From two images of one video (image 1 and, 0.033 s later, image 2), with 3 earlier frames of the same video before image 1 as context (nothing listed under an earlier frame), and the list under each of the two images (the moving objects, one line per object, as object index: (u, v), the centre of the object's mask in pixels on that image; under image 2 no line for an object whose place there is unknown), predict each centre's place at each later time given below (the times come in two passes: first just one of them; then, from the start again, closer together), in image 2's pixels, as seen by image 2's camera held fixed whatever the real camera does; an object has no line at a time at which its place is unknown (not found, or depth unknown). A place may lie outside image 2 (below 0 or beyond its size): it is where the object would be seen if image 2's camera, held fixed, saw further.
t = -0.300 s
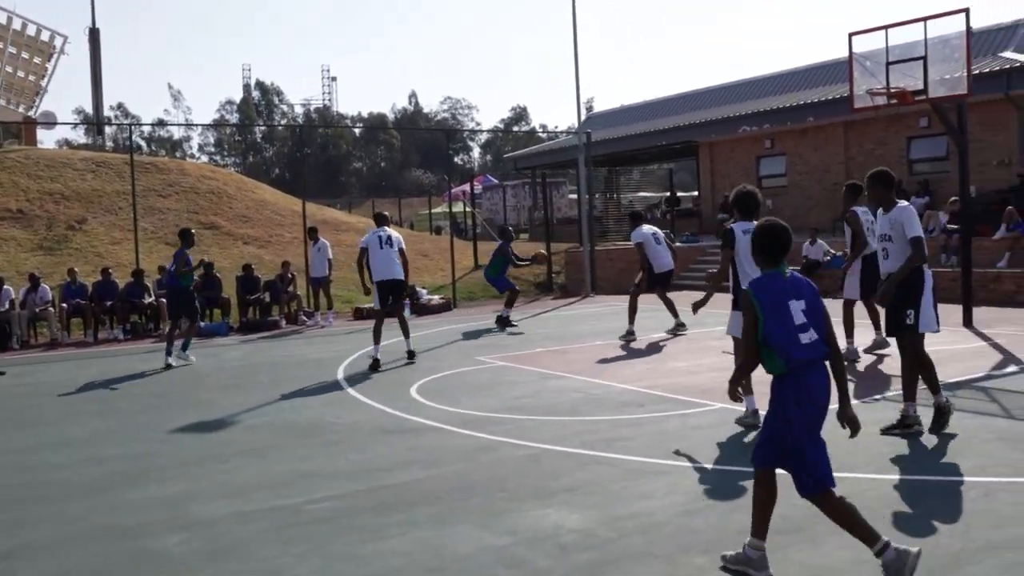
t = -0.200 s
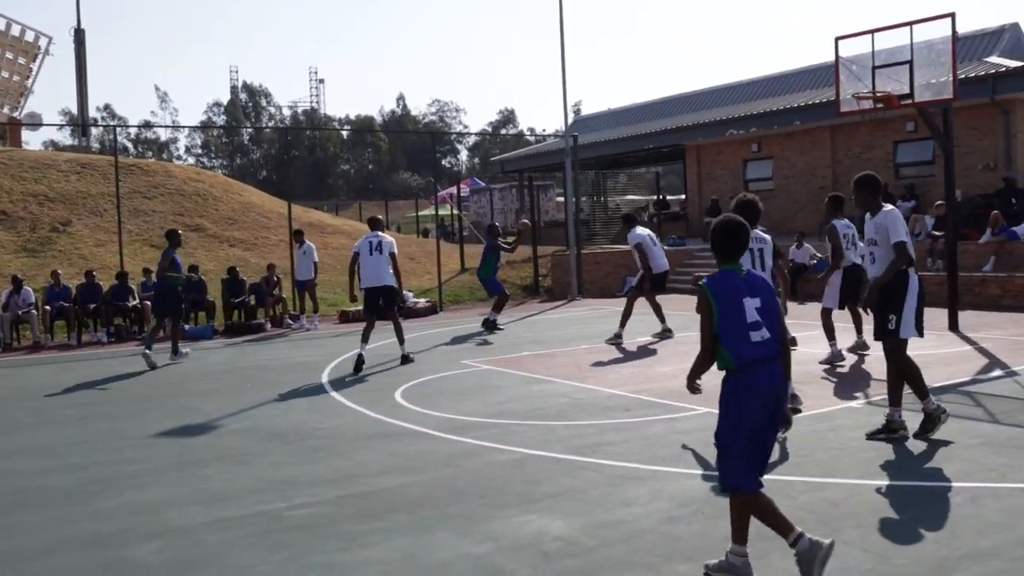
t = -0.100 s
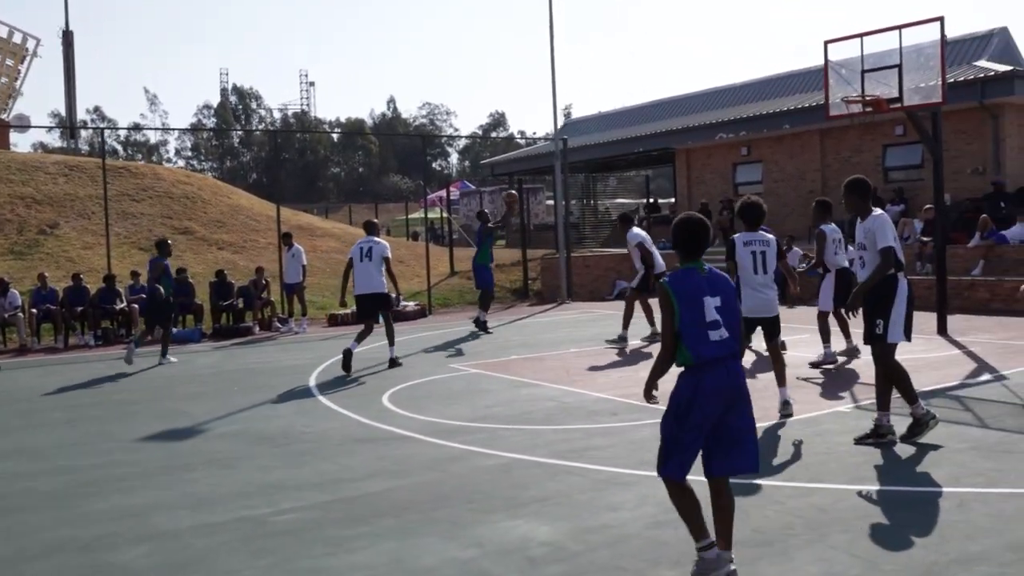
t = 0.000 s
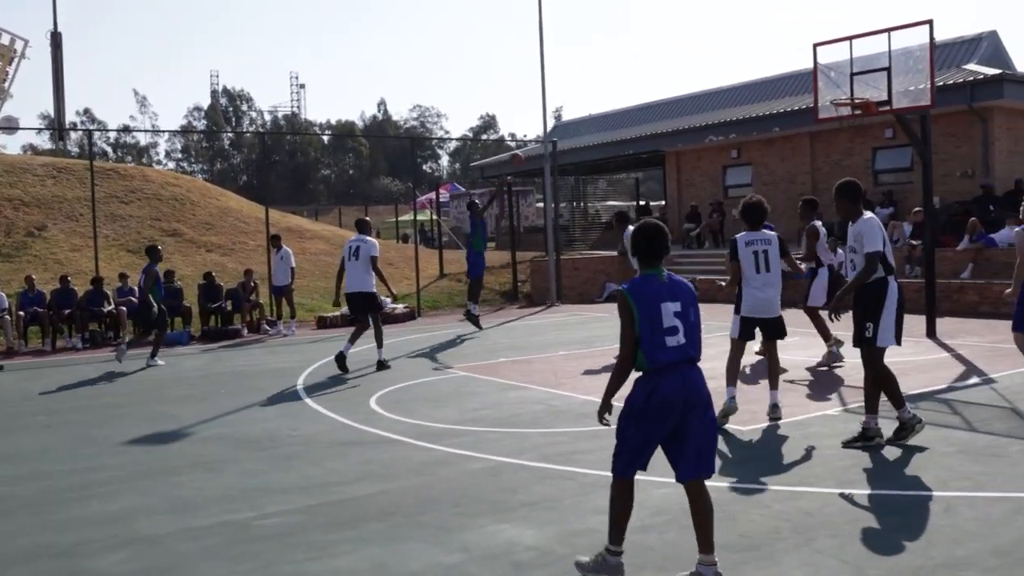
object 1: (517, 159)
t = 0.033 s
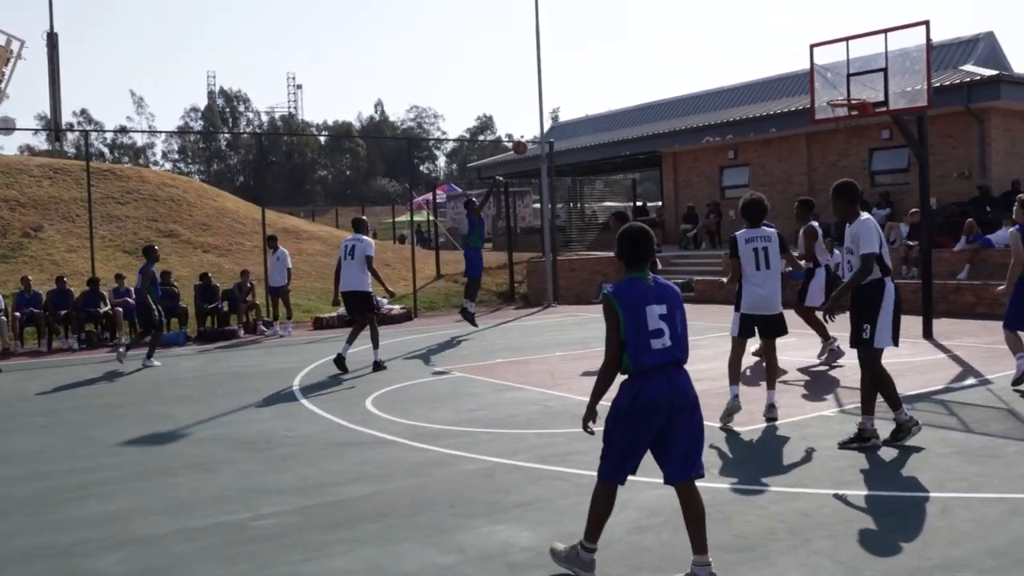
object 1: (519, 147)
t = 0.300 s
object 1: (579, 65)
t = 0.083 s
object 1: (530, 129)
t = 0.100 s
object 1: (534, 123)
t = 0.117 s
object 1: (538, 117)
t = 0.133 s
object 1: (541, 112)
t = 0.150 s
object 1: (545, 106)
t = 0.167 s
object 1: (549, 101)
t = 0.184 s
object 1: (553, 96)
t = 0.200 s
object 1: (556, 91)
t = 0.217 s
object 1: (560, 86)
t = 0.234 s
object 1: (563, 82)
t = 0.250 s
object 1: (567, 77)
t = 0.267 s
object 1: (571, 73)
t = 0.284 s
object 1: (575, 69)
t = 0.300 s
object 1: (579, 65)
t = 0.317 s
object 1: (583, 61)
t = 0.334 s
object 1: (587, 58)
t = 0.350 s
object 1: (591, 54)
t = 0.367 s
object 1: (595, 51)
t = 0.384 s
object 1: (599, 48)
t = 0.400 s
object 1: (603, 45)
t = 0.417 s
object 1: (607, 42)
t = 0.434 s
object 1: (611, 39)
